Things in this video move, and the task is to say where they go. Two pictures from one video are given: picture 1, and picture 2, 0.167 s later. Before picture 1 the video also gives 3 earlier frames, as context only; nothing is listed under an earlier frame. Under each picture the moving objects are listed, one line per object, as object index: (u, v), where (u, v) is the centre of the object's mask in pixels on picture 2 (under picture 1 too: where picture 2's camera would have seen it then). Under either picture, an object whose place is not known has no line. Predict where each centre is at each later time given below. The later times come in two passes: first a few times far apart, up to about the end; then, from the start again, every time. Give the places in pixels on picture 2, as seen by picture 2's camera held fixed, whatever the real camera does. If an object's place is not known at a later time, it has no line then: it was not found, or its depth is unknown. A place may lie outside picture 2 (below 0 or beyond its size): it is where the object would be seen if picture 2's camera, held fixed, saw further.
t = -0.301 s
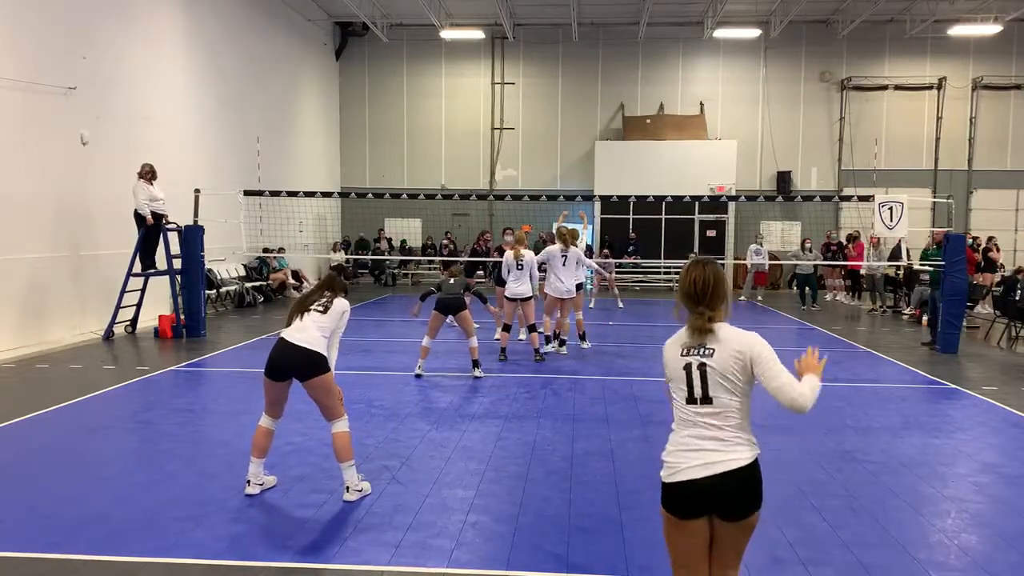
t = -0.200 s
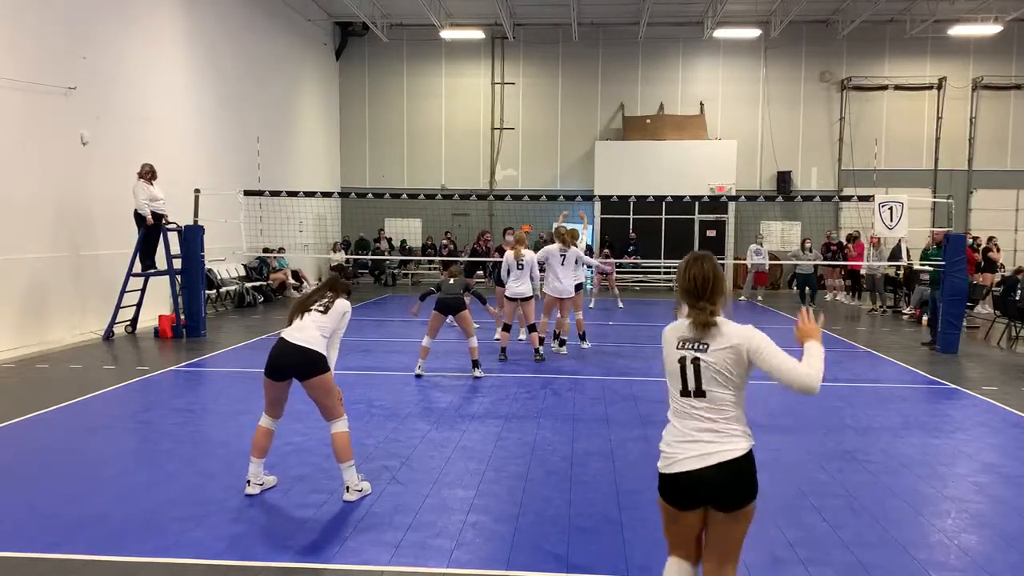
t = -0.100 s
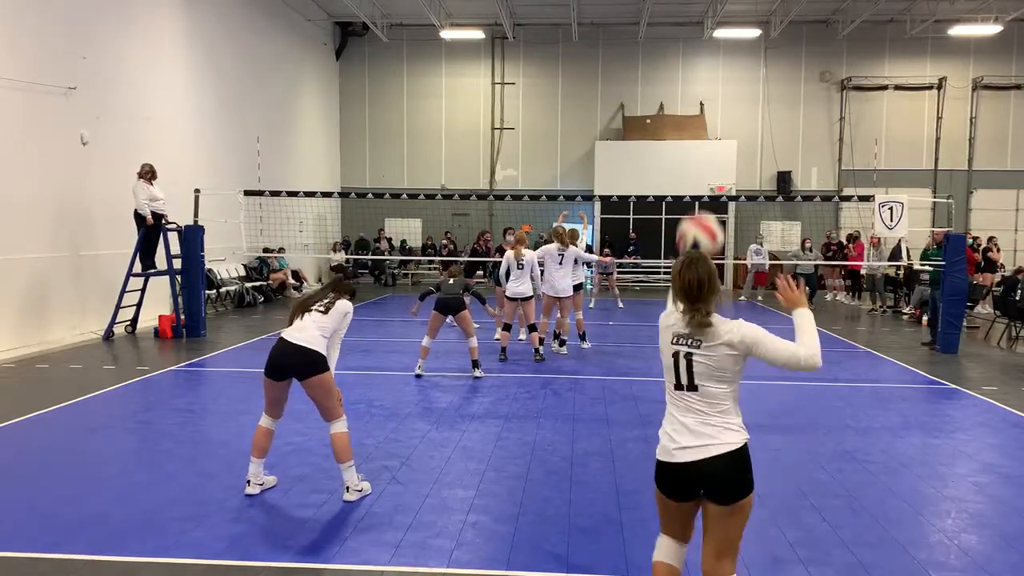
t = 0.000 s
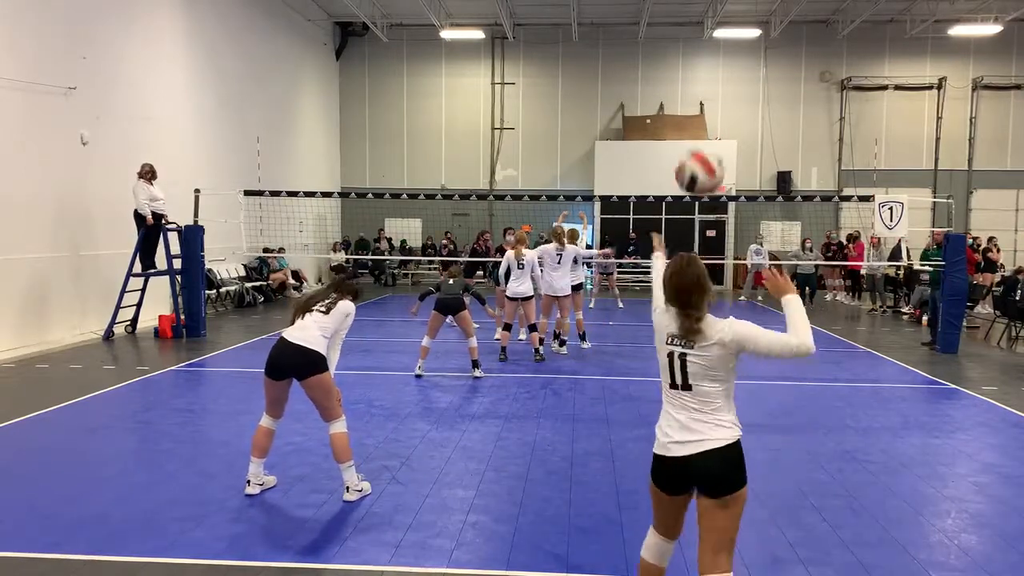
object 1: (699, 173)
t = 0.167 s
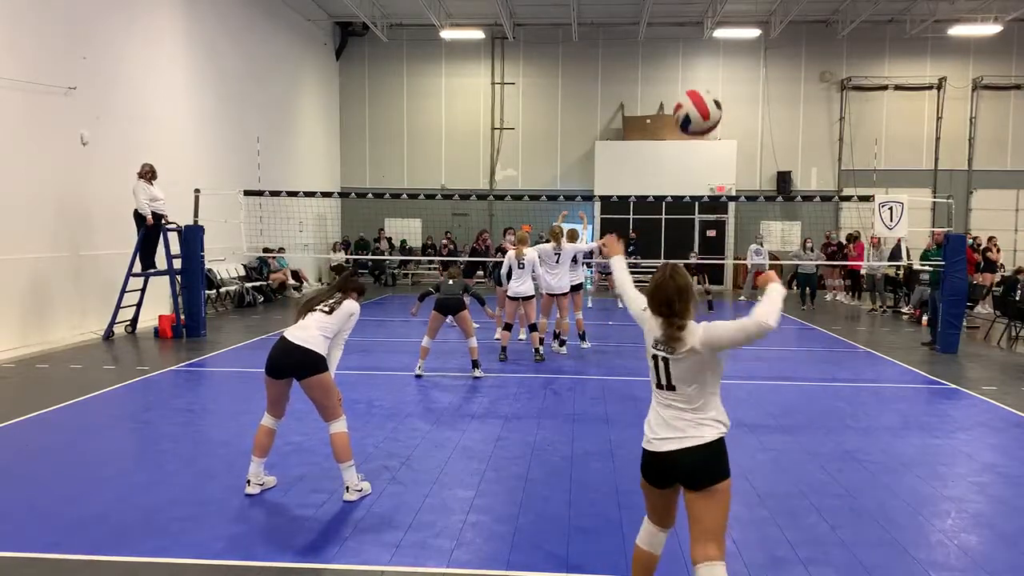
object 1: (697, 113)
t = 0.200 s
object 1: (697, 108)
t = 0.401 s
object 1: (692, 130)
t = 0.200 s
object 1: (697, 108)
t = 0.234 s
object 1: (696, 106)
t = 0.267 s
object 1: (695, 106)
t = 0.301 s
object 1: (694, 109)
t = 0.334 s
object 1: (693, 114)
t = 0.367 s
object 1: (692, 121)
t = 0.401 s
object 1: (692, 130)
